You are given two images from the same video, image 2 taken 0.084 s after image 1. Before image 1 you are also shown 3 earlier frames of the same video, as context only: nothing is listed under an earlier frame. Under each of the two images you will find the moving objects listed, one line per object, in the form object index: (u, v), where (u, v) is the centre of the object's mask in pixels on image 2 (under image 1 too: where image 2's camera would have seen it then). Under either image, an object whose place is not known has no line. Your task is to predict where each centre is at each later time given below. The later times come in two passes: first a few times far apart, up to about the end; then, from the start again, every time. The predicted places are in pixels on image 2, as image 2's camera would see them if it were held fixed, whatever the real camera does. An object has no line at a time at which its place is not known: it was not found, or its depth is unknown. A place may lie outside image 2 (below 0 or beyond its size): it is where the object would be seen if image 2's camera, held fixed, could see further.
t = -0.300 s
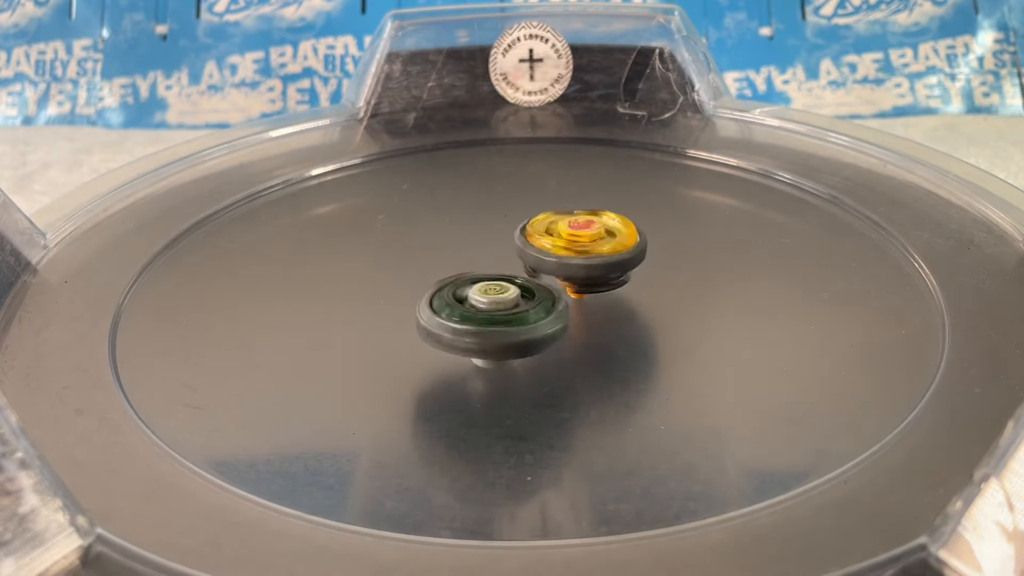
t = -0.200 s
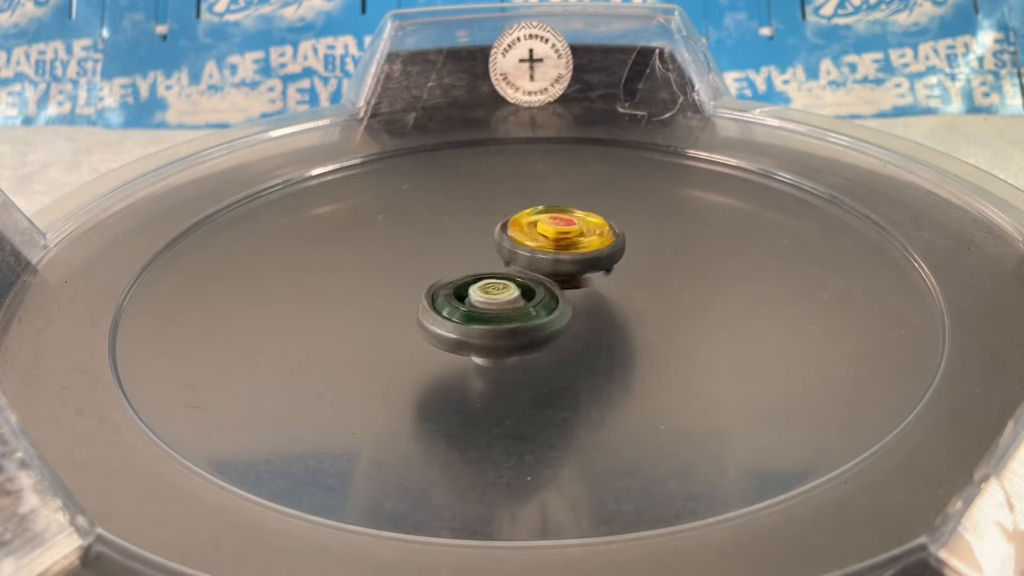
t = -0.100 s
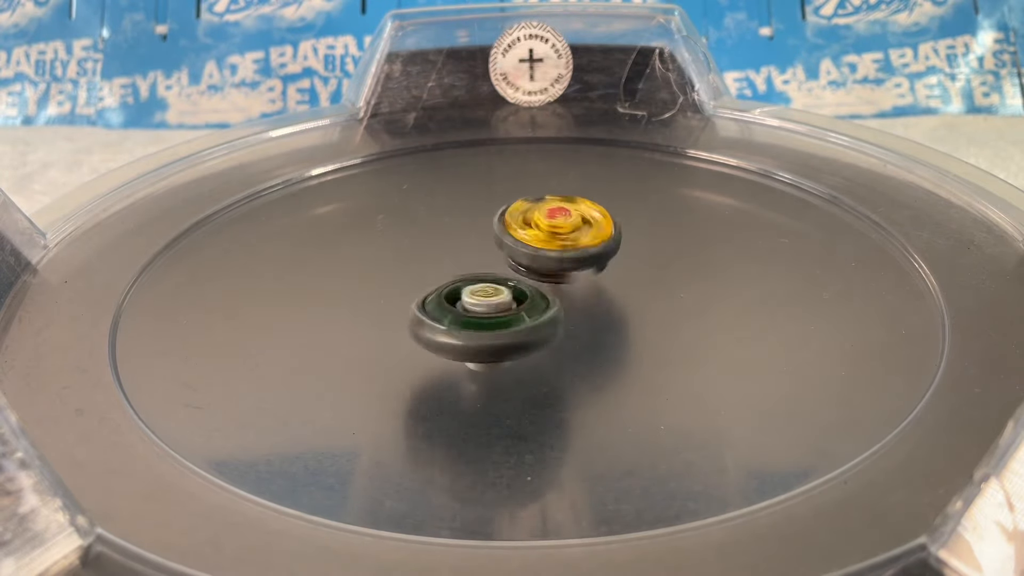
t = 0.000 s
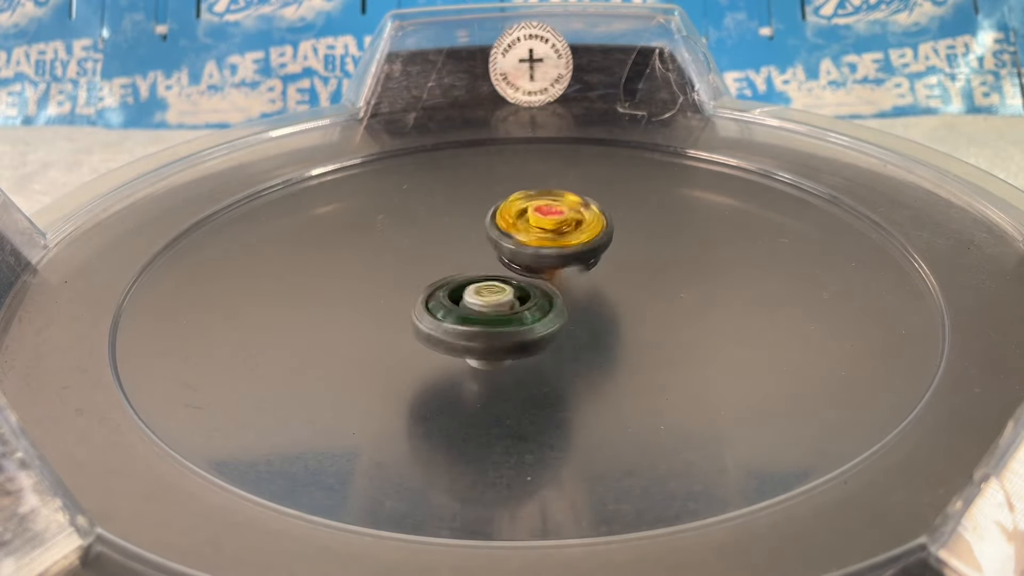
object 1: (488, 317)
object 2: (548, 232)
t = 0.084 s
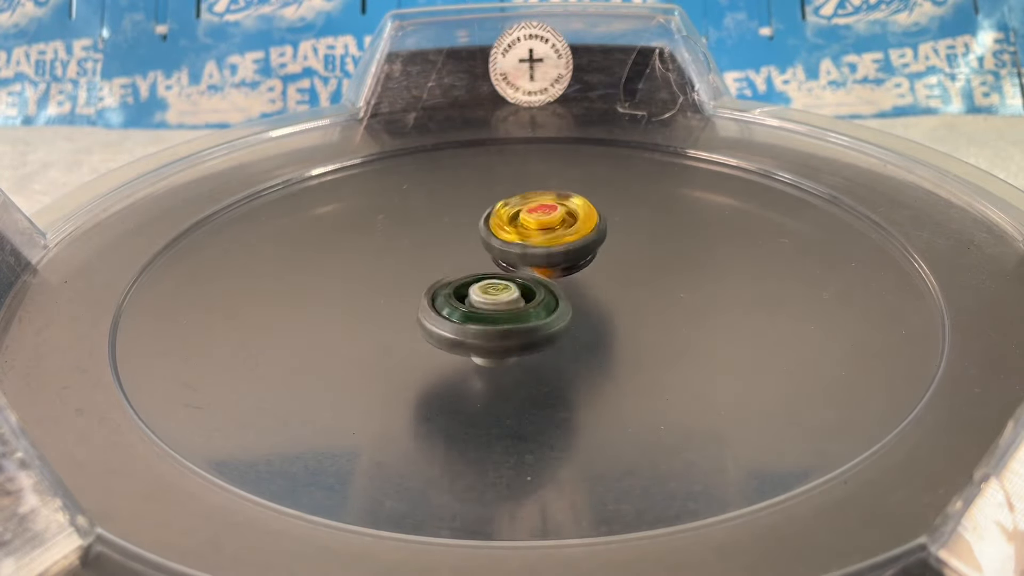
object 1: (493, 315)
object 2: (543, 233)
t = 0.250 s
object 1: (502, 311)
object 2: (537, 235)
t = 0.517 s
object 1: (508, 309)
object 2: (549, 232)
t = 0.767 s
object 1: (478, 350)
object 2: (604, 192)
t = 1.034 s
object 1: (550, 328)
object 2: (574, 235)
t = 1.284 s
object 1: (582, 310)
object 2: (493, 241)
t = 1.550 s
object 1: (582, 283)
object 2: (477, 228)
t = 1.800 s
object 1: (592, 287)
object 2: (480, 222)
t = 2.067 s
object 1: (602, 299)
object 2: (453, 239)
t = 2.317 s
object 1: (576, 296)
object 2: (427, 262)
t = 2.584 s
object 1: (582, 309)
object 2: (368, 251)
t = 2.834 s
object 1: (589, 313)
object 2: (407, 263)
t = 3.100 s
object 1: (640, 320)
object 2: (444, 269)
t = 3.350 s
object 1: (610, 308)
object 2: (437, 279)
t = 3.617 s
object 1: (572, 298)
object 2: (421, 278)
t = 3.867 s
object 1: (585, 291)
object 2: (428, 274)
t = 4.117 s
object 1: (610, 288)
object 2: (403, 277)
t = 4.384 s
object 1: (624, 278)
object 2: (415, 278)
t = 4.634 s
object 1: (601, 272)
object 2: (451, 293)
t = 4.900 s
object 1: (617, 274)
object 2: (417, 297)
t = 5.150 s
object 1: (580, 284)
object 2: (429, 293)
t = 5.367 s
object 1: (555, 296)
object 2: (421, 290)
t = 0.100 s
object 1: (494, 315)
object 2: (543, 233)
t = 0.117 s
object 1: (495, 314)
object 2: (542, 232)
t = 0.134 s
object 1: (496, 314)
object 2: (541, 233)
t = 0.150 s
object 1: (498, 313)
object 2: (540, 233)
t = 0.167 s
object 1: (500, 312)
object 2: (540, 234)
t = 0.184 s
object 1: (499, 311)
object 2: (539, 234)
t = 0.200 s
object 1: (501, 311)
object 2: (537, 236)
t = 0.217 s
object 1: (502, 310)
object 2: (537, 235)
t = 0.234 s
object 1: (502, 311)
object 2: (536, 234)
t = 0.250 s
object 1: (502, 311)
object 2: (537, 235)
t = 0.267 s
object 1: (504, 310)
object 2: (537, 236)
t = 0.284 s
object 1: (502, 311)
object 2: (539, 235)
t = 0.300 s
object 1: (499, 315)
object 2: (542, 234)
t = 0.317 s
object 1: (498, 316)
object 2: (543, 233)
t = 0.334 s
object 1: (496, 317)
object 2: (544, 233)
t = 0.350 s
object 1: (497, 317)
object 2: (546, 232)
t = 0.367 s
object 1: (497, 317)
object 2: (546, 232)
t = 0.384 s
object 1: (497, 317)
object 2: (546, 233)
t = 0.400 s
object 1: (498, 316)
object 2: (546, 232)
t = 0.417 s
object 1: (499, 315)
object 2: (546, 231)
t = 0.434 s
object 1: (500, 315)
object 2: (547, 231)
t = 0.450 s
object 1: (501, 313)
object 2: (547, 232)
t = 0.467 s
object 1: (503, 312)
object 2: (548, 232)
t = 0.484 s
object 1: (505, 312)
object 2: (549, 232)
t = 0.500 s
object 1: (506, 310)
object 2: (548, 231)
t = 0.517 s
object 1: (508, 309)
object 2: (549, 232)
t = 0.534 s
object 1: (511, 308)
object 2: (550, 233)
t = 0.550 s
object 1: (505, 312)
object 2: (555, 230)
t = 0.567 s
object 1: (496, 319)
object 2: (564, 222)
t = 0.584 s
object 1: (489, 326)
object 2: (574, 212)
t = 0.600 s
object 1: (479, 332)
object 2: (582, 205)
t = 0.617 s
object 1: (473, 337)
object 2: (588, 200)
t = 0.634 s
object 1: (468, 341)
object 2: (593, 196)
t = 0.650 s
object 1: (465, 345)
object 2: (597, 194)
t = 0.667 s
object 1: (462, 347)
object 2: (600, 192)
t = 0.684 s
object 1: (461, 349)
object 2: (600, 191)
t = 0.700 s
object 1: (463, 350)
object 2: (602, 191)
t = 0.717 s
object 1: (465, 351)
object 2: (603, 191)
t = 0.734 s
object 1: (470, 351)
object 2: (603, 191)
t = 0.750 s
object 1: (474, 351)
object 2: (602, 191)
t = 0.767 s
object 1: (478, 350)
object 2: (604, 192)
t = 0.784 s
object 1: (484, 350)
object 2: (604, 193)
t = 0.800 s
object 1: (489, 350)
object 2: (605, 194)
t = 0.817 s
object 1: (494, 349)
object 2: (604, 196)
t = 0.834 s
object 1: (499, 348)
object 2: (604, 197)
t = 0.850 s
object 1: (504, 347)
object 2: (603, 200)
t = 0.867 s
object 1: (509, 345)
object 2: (602, 202)
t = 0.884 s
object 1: (514, 344)
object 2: (601, 205)
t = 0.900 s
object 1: (519, 343)
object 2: (599, 207)
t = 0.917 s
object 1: (523, 341)
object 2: (597, 211)
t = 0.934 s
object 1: (528, 339)
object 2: (594, 213)
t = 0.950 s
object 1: (532, 338)
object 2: (593, 218)
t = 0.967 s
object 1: (536, 336)
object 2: (589, 221)
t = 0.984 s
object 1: (540, 334)
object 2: (586, 225)
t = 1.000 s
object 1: (543, 332)
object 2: (582, 227)
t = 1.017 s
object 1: (548, 330)
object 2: (579, 231)
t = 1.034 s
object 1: (550, 328)
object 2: (574, 235)
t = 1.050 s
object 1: (553, 326)
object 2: (570, 237)
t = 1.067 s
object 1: (557, 324)
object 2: (564, 240)
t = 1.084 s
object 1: (560, 323)
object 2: (560, 241)
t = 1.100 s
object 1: (565, 320)
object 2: (555, 244)
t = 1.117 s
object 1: (565, 318)
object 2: (550, 244)
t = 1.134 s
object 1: (567, 316)
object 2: (544, 246)
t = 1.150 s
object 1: (569, 314)
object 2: (539, 247)
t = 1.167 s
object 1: (571, 314)
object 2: (533, 245)
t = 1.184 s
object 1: (574, 317)
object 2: (526, 245)
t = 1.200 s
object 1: (576, 316)
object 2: (520, 244)
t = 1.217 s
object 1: (578, 316)
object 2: (514, 244)
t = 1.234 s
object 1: (578, 314)
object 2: (508, 243)
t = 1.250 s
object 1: (580, 313)
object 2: (503, 243)
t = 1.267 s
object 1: (581, 312)
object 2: (498, 242)
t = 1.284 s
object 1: (582, 310)
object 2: (493, 241)
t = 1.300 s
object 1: (583, 308)
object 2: (490, 240)
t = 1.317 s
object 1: (584, 306)
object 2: (485, 240)
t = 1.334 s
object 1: (584, 305)
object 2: (483, 238)
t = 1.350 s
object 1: (585, 303)
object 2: (480, 237)
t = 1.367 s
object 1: (586, 301)
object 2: (479, 236)
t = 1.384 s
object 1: (586, 299)
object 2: (476, 235)
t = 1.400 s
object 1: (587, 298)
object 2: (476, 234)
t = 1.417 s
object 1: (586, 296)
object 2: (474, 233)
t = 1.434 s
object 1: (587, 294)
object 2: (474, 231)
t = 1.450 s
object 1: (586, 292)
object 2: (473, 231)
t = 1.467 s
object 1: (586, 290)
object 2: (474, 230)
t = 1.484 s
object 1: (586, 289)
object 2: (474, 231)
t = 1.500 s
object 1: (585, 287)
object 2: (475, 229)
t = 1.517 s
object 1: (584, 286)
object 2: (476, 229)
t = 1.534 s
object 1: (583, 285)
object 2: (475, 228)
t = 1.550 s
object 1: (582, 283)
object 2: (477, 228)
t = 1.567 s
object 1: (581, 282)
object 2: (479, 228)
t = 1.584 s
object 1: (580, 281)
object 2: (480, 227)
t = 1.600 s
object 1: (584, 283)
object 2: (478, 225)
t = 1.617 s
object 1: (586, 284)
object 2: (477, 223)
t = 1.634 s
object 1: (587, 284)
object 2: (476, 221)
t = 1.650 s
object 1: (588, 284)
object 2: (478, 220)
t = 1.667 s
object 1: (587, 284)
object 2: (480, 220)
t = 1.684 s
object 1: (588, 284)
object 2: (482, 221)
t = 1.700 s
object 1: (587, 283)
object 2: (484, 222)
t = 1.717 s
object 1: (587, 282)
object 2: (485, 223)
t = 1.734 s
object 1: (586, 282)
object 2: (486, 225)
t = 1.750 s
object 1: (585, 282)
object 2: (487, 227)
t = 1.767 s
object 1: (583, 281)
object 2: (487, 227)
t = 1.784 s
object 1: (588, 283)
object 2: (485, 226)
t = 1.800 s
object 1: (592, 287)
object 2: (480, 222)
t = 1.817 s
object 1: (597, 290)
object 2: (475, 219)
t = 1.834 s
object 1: (601, 292)
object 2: (473, 219)
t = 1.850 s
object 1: (602, 295)
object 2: (471, 219)
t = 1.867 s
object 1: (605, 297)
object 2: (471, 218)
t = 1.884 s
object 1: (604, 298)
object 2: (470, 220)
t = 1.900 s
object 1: (606, 299)
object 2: (470, 220)
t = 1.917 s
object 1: (605, 300)
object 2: (469, 222)
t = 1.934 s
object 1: (606, 300)
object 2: (466, 224)
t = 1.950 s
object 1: (605, 300)
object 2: (465, 226)
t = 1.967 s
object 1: (605, 300)
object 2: (464, 230)
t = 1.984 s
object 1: (605, 300)
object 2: (462, 230)
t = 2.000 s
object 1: (604, 300)
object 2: (461, 232)
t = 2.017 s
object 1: (604, 300)
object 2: (457, 234)
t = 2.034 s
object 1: (603, 299)
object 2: (456, 235)
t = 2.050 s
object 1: (602, 299)
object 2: (454, 239)
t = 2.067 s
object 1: (602, 299)
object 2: (453, 239)
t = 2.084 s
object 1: (601, 298)
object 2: (452, 242)
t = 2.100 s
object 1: (600, 299)
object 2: (449, 243)
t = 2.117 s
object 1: (598, 298)
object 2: (448, 246)
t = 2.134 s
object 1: (597, 298)
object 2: (446, 248)
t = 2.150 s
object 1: (596, 298)
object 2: (445, 249)
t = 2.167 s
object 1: (595, 298)
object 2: (443, 251)
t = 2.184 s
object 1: (593, 297)
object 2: (442, 252)
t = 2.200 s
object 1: (591, 297)
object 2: (439, 254)
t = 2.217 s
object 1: (589, 297)
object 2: (438, 255)
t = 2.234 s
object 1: (586, 297)
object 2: (436, 257)
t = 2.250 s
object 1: (586, 296)
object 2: (434, 257)
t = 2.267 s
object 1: (583, 297)
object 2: (433, 258)
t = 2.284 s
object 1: (581, 296)
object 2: (430, 260)
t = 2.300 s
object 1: (578, 296)
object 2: (429, 260)
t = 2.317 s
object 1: (576, 296)
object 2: (427, 262)
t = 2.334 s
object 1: (573, 296)
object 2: (425, 260)
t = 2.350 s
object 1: (571, 296)
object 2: (425, 262)
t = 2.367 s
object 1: (569, 296)
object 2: (421, 262)
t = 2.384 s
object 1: (566, 296)
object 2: (420, 262)
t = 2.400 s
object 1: (563, 297)
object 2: (418, 264)
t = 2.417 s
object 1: (560, 296)
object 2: (417, 263)
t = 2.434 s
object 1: (558, 297)
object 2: (417, 264)
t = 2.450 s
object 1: (555, 296)
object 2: (414, 264)
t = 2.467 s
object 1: (552, 296)
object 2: (414, 265)
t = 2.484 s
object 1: (549, 297)
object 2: (412, 265)
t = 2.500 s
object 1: (546, 297)
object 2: (413, 265)
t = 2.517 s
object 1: (544, 298)
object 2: (412, 266)
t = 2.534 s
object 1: (556, 300)
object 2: (399, 261)
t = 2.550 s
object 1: (566, 304)
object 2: (386, 259)
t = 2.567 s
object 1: (575, 306)
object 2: (376, 255)
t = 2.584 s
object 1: (582, 309)
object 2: (368, 251)
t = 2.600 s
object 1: (587, 311)
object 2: (362, 246)
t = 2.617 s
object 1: (591, 312)
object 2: (360, 246)
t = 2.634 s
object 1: (593, 313)
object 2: (359, 244)
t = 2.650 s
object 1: (595, 314)
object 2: (359, 244)
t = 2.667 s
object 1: (595, 314)
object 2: (362, 244)
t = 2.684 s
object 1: (595, 314)
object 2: (364, 244)
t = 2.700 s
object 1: (595, 314)
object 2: (368, 244)
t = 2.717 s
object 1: (595, 314)
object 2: (373, 245)
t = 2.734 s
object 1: (594, 314)
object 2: (377, 248)
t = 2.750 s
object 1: (594, 314)
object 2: (382, 249)
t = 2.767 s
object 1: (594, 314)
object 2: (386, 252)
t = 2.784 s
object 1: (592, 313)
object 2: (391, 254)
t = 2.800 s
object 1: (592, 313)
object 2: (396, 257)
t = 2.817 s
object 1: (590, 313)
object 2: (401, 260)
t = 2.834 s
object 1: (589, 313)
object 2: (407, 263)
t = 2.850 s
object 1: (588, 312)
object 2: (413, 266)
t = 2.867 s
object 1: (587, 312)
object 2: (419, 268)
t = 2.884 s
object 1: (585, 312)
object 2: (427, 271)
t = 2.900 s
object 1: (584, 311)
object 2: (435, 272)
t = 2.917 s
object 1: (582, 311)
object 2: (444, 276)
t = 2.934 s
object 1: (585, 312)
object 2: (450, 277)
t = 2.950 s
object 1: (599, 314)
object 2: (445, 274)
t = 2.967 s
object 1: (611, 316)
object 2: (441, 272)
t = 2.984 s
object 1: (621, 318)
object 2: (439, 270)
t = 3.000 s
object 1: (629, 320)
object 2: (437, 269)
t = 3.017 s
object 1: (634, 321)
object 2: (438, 267)
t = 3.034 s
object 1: (638, 321)
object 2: (438, 268)
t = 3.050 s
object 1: (640, 321)
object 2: (440, 268)
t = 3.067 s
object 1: (640, 321)
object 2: (442, 267)
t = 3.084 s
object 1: (641, 321)
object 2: (443, 269)
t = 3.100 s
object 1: (640, 320)
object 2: (444, 269)
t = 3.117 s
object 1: (640, 319)
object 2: (445, 271)
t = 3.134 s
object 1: (638, 318)
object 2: (445, 271)
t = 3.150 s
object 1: (638, 317)
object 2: (444, 273)
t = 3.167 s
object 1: (636, 316)
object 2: (444, 274)
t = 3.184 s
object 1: (635, 316)
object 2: (443, 275)
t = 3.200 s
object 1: (633, 314)
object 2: (442, 277)
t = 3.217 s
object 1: (632, 314)
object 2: (440, 276)
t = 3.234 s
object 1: (629, 313)
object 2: (440, 278)
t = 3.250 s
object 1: (628, 312)
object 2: (438, 278)
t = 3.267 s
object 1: (625, 311)
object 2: (437, 279)
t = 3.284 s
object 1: (623, 310)
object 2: (437, 278)
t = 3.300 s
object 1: (620, 310)
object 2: (436, 279)
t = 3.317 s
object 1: (616, 309)
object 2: (436, 279)
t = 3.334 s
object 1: (613, 308)
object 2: (436, 279)
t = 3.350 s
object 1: (610, 308)
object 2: (437, 279)
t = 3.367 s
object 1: (606, 307)
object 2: (435, 279)
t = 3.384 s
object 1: (603, 306)
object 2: (436, 279)
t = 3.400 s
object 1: (599, 306)
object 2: (435, 279)
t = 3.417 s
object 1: (595, 305)
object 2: (435, 280)
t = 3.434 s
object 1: (591, 304)
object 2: (434, 280)
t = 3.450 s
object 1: (588, 303)
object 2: (434, 280)
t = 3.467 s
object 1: (583, 303)
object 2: (434, 281)
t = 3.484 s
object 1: (580, 302)
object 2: (433, 281)
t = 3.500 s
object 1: (577, 302)
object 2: (434, 282)
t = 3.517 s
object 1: (580, 301)
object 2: (424, 280)
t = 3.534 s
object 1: (581, 300)
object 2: (419, 280)
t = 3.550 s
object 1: (581, 300)
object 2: (415, 278)
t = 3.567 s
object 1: (580, 300)
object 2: (415, 279)
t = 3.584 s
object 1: (578, 299)
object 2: (415, 278)
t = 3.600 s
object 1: (575, 299)
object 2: (416, 278)
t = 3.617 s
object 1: (572, 298)
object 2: (421, 278)
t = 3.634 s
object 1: (569, 298)
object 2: (424, 278)
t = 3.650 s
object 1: (573, 298)
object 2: (420, 276)
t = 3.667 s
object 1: (582, 298)
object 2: (412, 271)
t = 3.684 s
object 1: (589, 298)
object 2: (405, 268)
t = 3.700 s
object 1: (594, 298)
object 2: (400, 267)
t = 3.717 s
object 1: (597, 298)
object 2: (396, 265)
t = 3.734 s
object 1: (599, 298)
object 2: (398, 263)
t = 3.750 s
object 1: (598, 297)
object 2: (398, 262)
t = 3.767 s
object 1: (597, 296)
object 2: (402, 263)
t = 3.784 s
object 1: (596, 296)
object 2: (405, 263)
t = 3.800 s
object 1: (594, 295)
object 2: (410, 264)
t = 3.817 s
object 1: (592, 293)
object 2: (415, 267)
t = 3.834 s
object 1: (590, 293)
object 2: (419, 269)
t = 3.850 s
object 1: (587, 292)
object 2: (424, 271)
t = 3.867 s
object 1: (585, 291)
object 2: (428, 274)
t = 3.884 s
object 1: (582, 290)
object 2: (432, 277)
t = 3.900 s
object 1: (580, 289)
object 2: (437, 280)
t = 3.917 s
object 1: (585, 288)
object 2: (433, 279)
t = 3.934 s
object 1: (594, 289)
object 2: (423, 280)
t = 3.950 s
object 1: (602, 289)
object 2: (413, 279)
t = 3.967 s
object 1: (608, 290)
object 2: (406, 277)
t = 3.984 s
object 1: (613, 291)
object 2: (400, 276)
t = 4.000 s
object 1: (616, 291)
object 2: (397, 277)
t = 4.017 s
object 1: (618, 292)
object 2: (394, 279)
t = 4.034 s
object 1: (618, 292)
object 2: (393, 279)
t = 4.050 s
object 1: (618, 292)
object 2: (393, 277)
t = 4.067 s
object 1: (616, 291)
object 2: (393, 276)
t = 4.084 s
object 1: (614, 290)
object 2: (396, 276)
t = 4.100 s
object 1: (613, 289)
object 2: (400, 277)
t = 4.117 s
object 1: (610, 288)
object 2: (403, 277)
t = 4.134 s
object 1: (609, 287)
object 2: (410, 276)
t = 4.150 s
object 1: (605, 287)
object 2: (414, 276)
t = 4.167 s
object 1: (603, 285)
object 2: (419, 278)
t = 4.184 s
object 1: (601, 284)
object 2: (426, 279)
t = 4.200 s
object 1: (598, 283)
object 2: (431, 278)
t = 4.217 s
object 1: (595, 283)
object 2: (438, 277)
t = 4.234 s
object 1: (593, 282)
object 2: (444, 279)
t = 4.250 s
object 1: (591, 281)
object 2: (447, 282)
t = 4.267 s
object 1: (594, 282)
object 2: (447, 280)
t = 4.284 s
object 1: (594, 281)
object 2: (448, 280)
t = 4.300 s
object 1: (598, 280)
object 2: (446, 281)
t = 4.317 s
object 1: (607, 280)
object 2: (435, 284)
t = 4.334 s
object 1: (614, 279)
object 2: (428, 279)
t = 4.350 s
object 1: (619, 278)
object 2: (422, 277)
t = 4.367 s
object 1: (622, 278)
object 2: (418, 278)
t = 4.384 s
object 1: (624, 278)
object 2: (415, 278)
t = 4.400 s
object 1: (623, 277)
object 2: (414, 278)
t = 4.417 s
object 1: (623, 277)
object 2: (413, 279)
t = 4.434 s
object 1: (622, 276)
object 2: (413, 280)
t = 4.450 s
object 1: (620, 275)
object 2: (415, 280)
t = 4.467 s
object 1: (619, 274)
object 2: (416, 281)
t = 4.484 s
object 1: (617, 274)
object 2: (419, 282)
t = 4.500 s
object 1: (616, 273)
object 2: (422, 282)
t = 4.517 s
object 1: (615, 273)
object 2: (425, 283)
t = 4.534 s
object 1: (613, 272)
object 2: (427, 284)
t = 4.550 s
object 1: (611, 272)
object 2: (430, 285)
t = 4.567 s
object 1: (609, 272)
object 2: (435, 289)
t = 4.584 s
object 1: (607, 272)
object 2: (438, 290)
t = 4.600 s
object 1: (605, 271)
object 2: (443, 291)
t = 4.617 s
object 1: (604, 271)
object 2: (447, 292)
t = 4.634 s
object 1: (601, 272)
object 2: (451, 293)
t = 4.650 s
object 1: (599, 271)
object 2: (455, 294)
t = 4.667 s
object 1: (597, 271)
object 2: (459, 293)
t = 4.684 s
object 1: (600, 272)
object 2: (455, 292)
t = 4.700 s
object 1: (610, 271)
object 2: (444, 292)
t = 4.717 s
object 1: (617, 271)
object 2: (436, 291)
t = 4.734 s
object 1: (622, 271)
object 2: (429, 291)
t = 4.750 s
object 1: (625, 272)
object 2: (423, 291)
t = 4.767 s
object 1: (626, 272)
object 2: (419, 292)
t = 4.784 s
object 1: (625, 272)
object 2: (416, 293)
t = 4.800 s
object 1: (625, 272)
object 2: (415, 294)
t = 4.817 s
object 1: (624, 272)
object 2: (415, 295)
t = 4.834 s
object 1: (623, 273)
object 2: (415, 296)
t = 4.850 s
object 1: (622, 273)
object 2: (416, 297)
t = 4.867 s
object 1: (620, 273)
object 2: (416, 297)
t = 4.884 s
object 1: (619, 273)
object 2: (417, 297)
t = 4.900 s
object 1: (617, 274)
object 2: (417, 297)
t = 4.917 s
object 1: (616, 274)
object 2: (417, 297)
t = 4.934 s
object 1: (614, 275)
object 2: (417, 297)
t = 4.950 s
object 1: (612, 274)
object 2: (417, 297)
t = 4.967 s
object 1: (610, 275)
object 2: (417, 297)
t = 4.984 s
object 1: (607, 276)
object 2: (417, 296)
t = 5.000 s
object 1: (605, 276)
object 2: (418, 296)
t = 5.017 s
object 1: (603, 277)
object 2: (418, 296)
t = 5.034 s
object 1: (600, 278)
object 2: (419, 295)
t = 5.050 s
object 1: (597, 279)
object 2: (420, 294)
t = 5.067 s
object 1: (594, 279)
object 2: (422, 293)
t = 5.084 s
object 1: (592, 280)
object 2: (424, 293)
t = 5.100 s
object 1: (588, 281)
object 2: (426, 293)
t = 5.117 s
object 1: (586, 282)
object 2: (427, 293)
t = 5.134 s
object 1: (583, 283)
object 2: (428, 293)
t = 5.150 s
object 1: (580, 284)
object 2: (429, 293)
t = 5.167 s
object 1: (576, 285)
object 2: (430, 293)
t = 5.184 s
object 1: (573, 285)
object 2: (430, 293)
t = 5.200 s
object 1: (570, 286)
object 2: (430, 293)
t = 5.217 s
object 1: (566, 288)
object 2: (430, 293)
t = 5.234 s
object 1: (563, 288)
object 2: (430, 293)
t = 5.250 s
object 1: (565, 289)
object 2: (424, 292)
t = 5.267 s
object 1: (566, 290)
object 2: (420, 291)
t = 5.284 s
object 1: (566, 292)
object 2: (418, 291)
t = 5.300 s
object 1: (564, 293)
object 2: (419, 290)
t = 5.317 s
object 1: (562, 293)
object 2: (419, 290)
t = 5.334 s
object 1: (560, 295)
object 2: (420, 290)
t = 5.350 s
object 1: (558, 295)
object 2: (420, 290)
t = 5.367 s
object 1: (555, 296)
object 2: (421, 290)
